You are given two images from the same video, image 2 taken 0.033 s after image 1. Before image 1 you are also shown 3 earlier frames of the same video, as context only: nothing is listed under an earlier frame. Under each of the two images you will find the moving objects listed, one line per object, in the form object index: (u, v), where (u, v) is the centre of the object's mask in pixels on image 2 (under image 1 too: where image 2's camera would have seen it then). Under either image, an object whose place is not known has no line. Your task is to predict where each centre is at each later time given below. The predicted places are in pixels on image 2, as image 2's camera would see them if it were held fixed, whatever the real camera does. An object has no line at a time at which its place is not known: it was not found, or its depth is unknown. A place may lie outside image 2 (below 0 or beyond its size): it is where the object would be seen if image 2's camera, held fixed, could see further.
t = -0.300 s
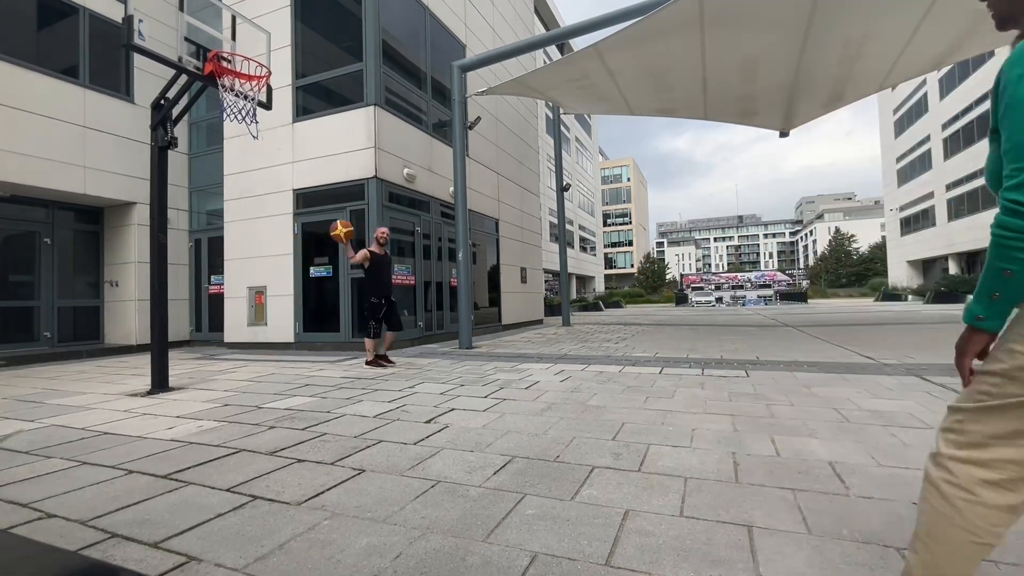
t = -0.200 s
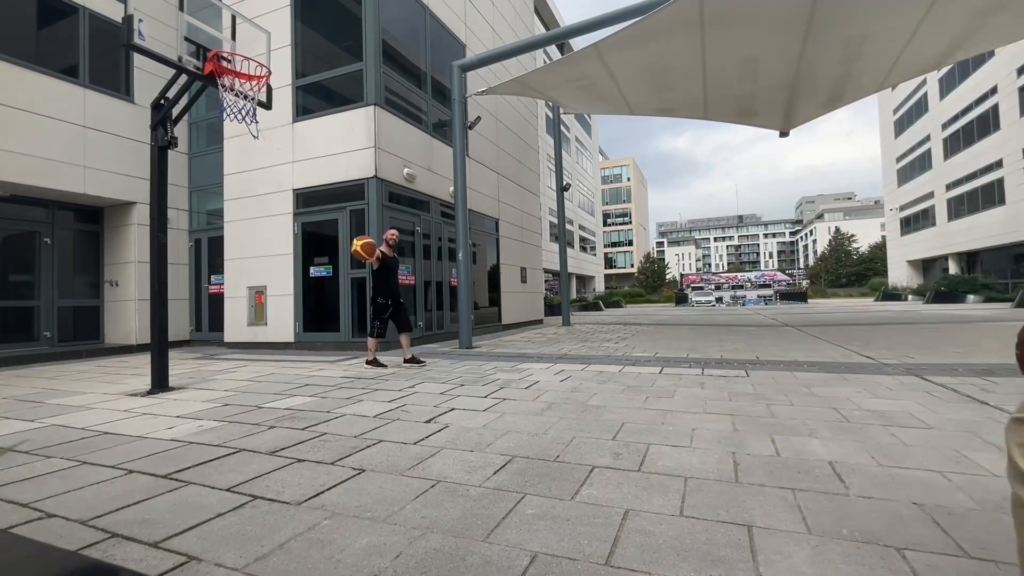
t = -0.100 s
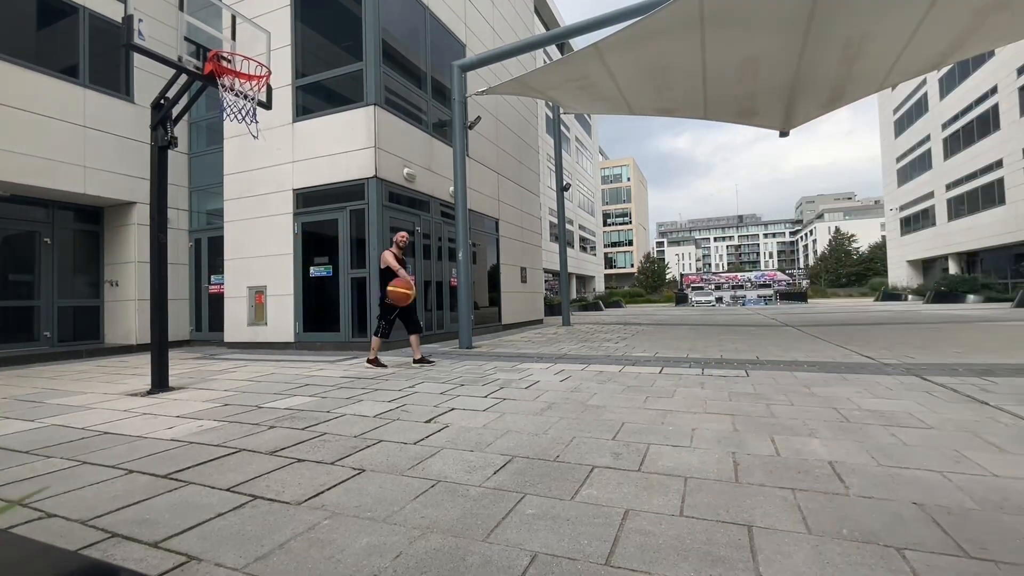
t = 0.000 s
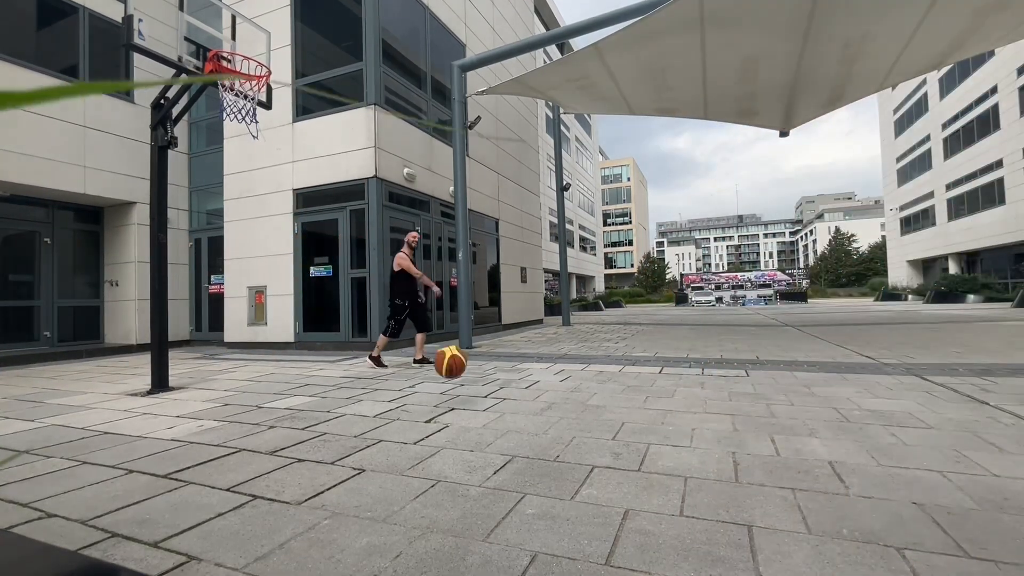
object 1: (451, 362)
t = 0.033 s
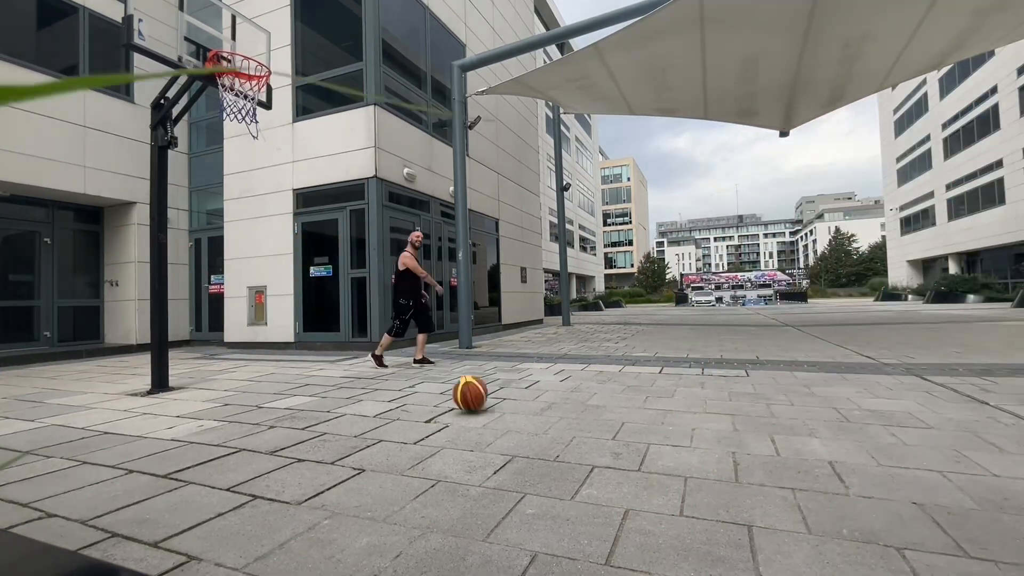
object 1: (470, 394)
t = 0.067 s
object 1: (482, 382)
